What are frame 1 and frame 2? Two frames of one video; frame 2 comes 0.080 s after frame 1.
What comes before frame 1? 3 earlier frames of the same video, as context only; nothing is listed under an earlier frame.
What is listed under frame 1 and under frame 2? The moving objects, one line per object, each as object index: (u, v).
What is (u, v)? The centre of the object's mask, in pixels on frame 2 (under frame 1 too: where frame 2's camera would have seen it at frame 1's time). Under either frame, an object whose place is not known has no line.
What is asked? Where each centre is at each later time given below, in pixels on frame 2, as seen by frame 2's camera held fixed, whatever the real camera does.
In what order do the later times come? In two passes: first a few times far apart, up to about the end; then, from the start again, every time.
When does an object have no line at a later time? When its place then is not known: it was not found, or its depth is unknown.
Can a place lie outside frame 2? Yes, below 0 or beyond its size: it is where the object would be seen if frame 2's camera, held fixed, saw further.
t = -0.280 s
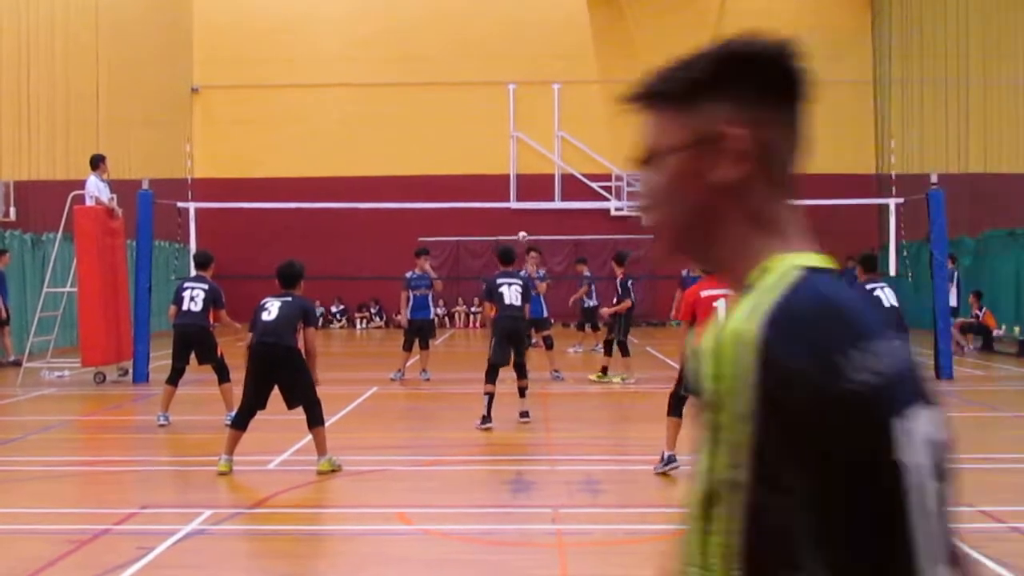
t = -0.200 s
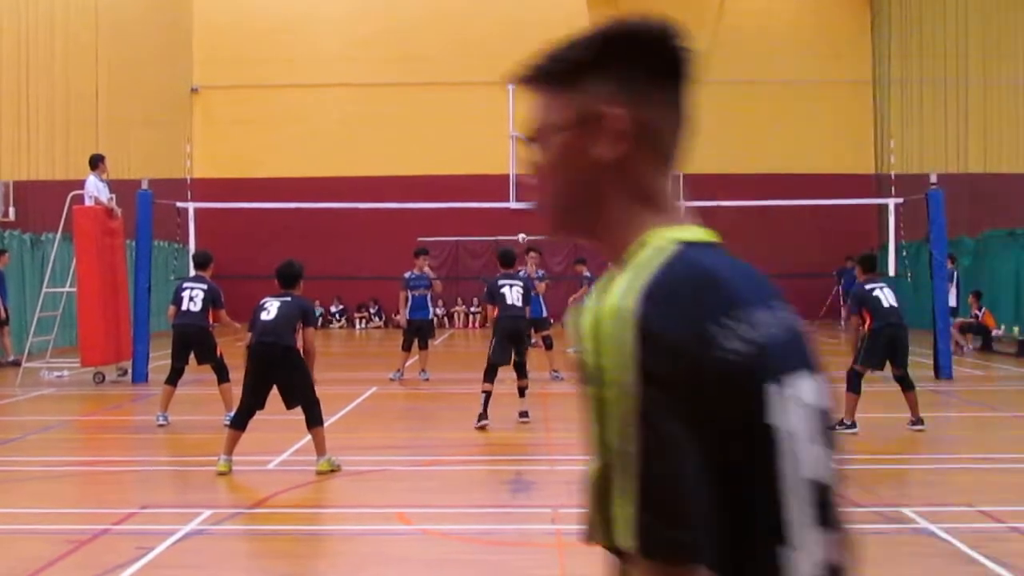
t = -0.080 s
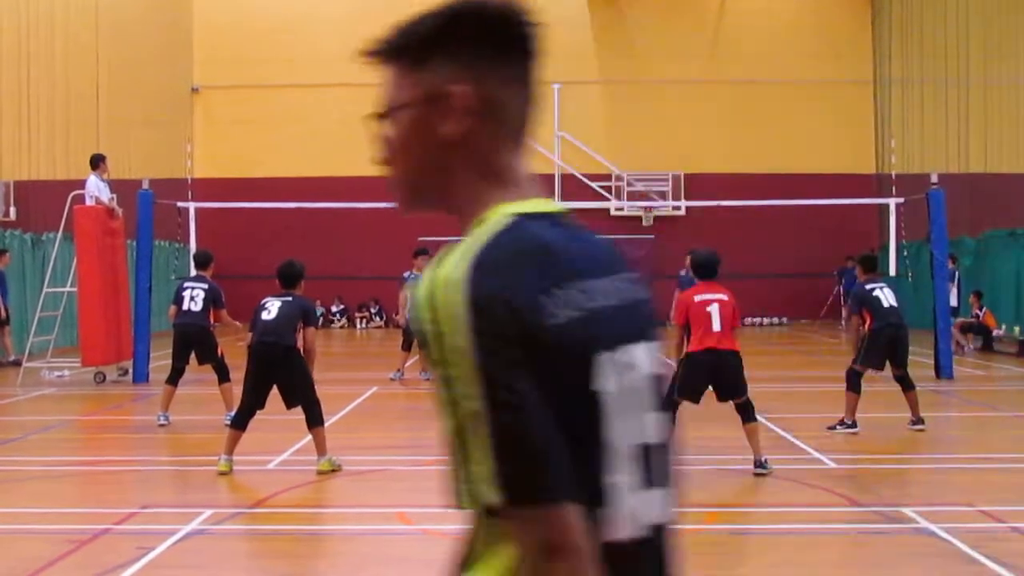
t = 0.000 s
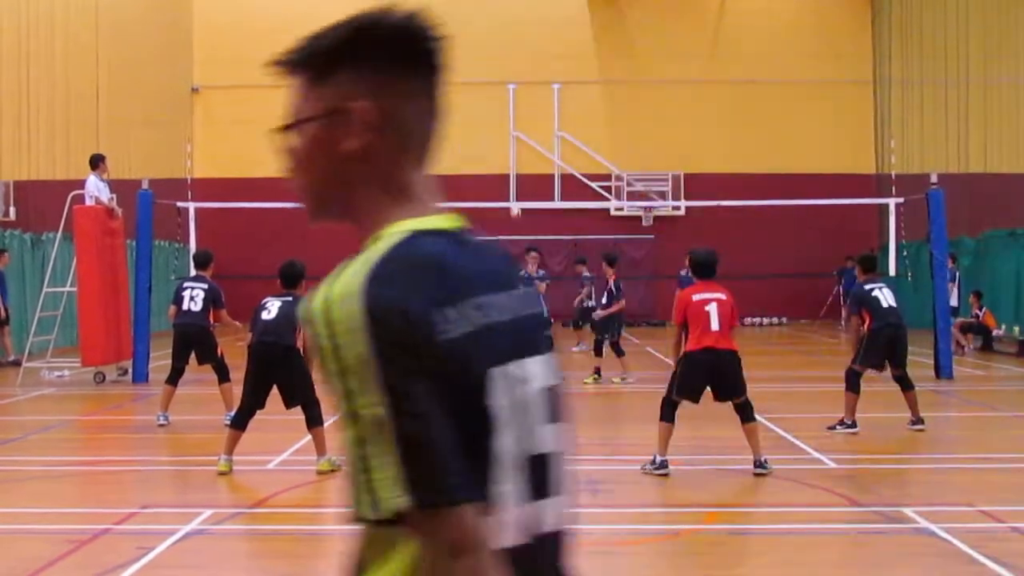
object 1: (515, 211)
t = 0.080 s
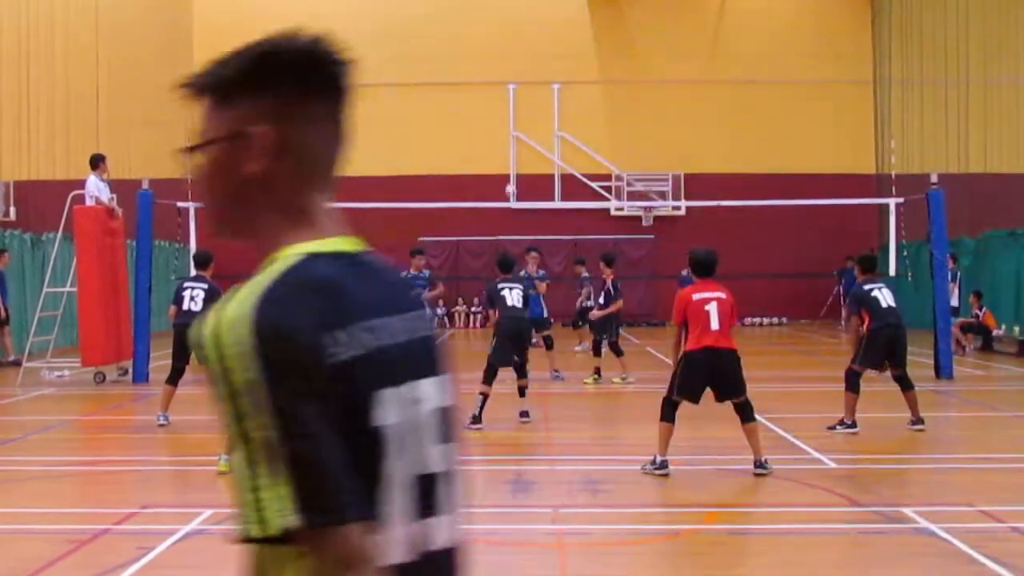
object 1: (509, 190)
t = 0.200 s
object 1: (503, 161)
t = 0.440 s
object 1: (487, 118)
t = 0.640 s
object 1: (469, 104)
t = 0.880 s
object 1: (446, 126)
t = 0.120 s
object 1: (507, 181)
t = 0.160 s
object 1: (505, 172)
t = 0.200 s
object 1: (503, 161)
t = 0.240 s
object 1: (500, 153)
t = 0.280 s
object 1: (499, 146)
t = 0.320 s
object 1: (496, 139)
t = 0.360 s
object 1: (493, 132)
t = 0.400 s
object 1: (491, 125)
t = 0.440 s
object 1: (487, 118)
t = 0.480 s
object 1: (484, 114)
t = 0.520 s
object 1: (480, 109)
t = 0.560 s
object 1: (477, 106)
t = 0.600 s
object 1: (473, 105)
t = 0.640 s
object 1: (469, 104)
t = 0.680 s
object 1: (466, 104)
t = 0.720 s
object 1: (462, 106)
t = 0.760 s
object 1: (458, 109)
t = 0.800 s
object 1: (454, 114)
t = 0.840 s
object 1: (449, 119)
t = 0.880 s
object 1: (446, 126)
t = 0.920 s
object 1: (441, 135)
